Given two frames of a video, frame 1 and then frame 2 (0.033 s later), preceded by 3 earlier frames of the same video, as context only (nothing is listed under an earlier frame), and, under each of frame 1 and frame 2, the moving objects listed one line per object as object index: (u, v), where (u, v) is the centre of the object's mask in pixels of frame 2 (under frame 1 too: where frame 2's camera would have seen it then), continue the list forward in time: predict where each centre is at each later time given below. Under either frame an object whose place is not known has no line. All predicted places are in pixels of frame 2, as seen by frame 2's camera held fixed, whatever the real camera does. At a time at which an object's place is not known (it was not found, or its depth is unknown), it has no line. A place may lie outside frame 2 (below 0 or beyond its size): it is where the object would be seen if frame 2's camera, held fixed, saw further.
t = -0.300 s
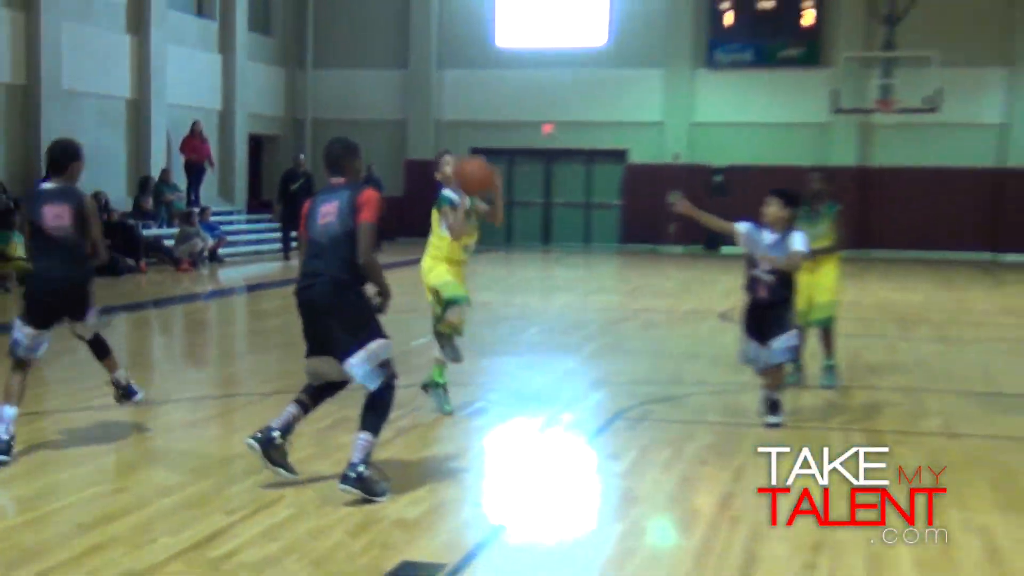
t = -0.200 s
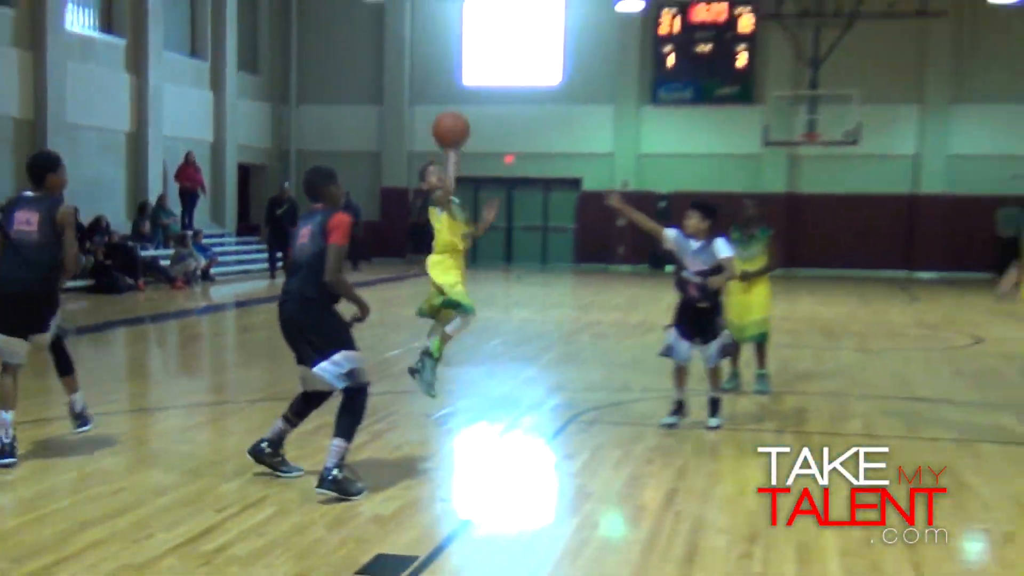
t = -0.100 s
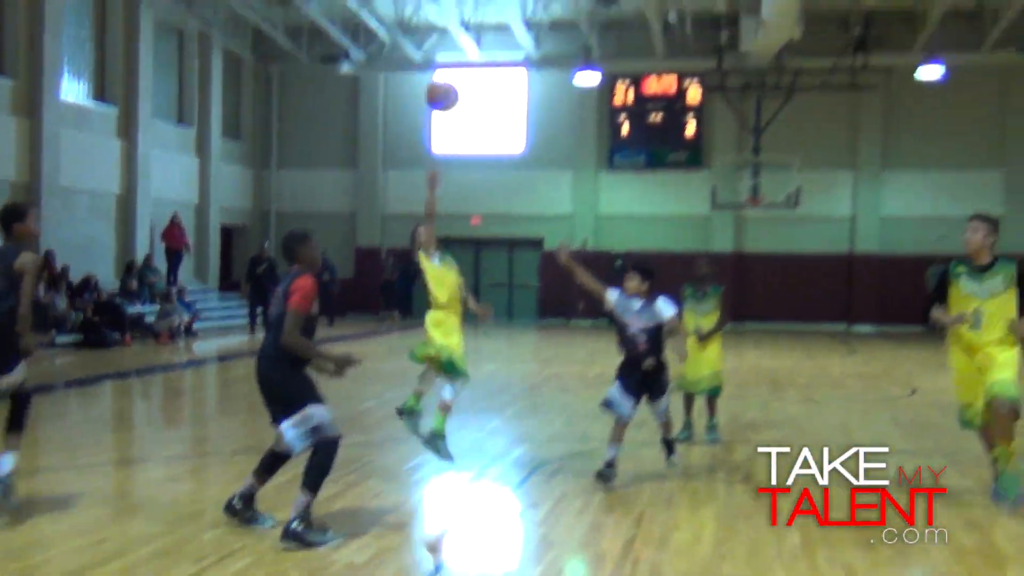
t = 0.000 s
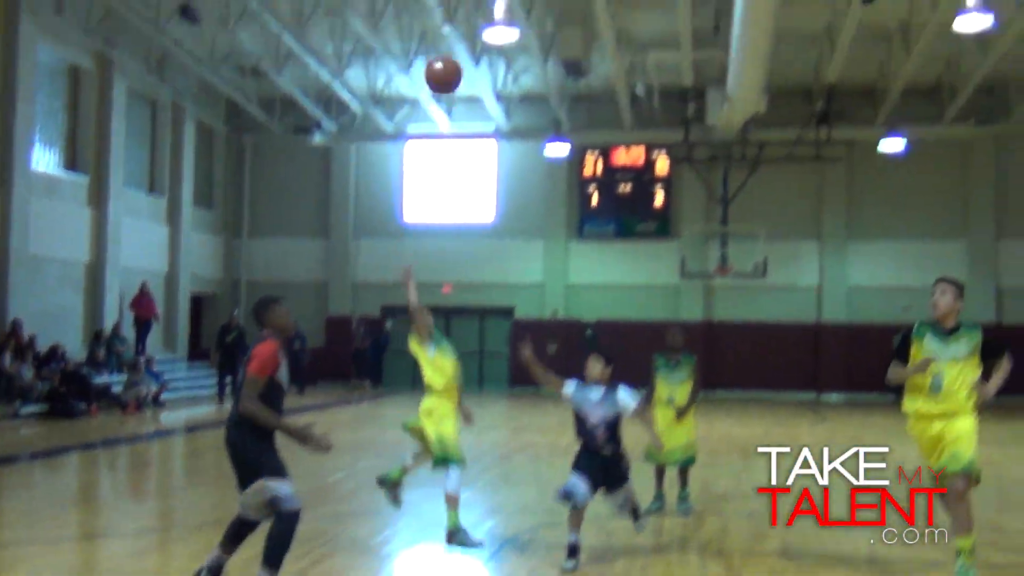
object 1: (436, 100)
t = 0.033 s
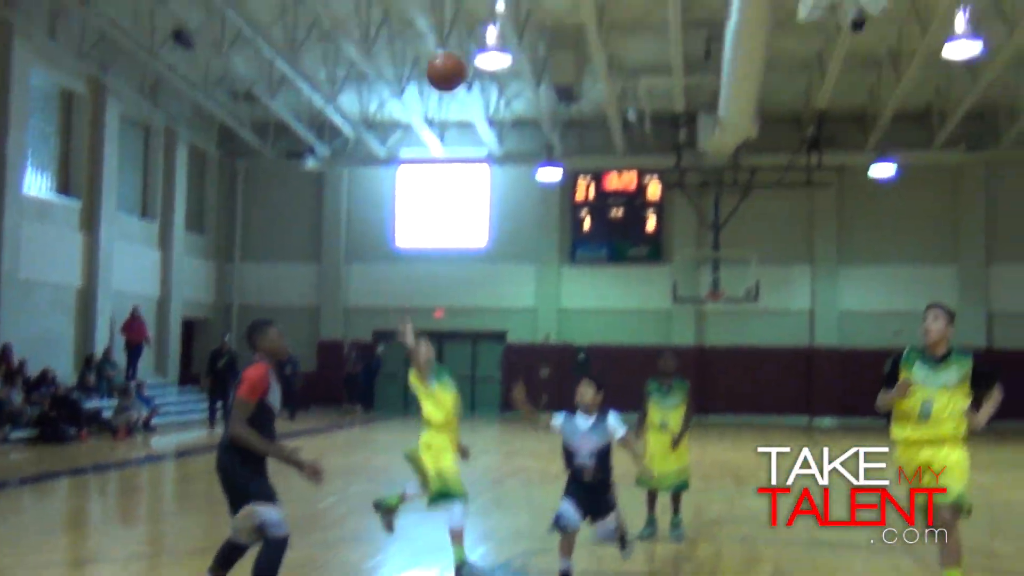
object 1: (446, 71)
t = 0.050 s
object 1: (450, 59)
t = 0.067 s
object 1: (455, 47)
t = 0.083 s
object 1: (461, 33)
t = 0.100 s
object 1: (466, 20)
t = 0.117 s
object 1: (471, 7)
